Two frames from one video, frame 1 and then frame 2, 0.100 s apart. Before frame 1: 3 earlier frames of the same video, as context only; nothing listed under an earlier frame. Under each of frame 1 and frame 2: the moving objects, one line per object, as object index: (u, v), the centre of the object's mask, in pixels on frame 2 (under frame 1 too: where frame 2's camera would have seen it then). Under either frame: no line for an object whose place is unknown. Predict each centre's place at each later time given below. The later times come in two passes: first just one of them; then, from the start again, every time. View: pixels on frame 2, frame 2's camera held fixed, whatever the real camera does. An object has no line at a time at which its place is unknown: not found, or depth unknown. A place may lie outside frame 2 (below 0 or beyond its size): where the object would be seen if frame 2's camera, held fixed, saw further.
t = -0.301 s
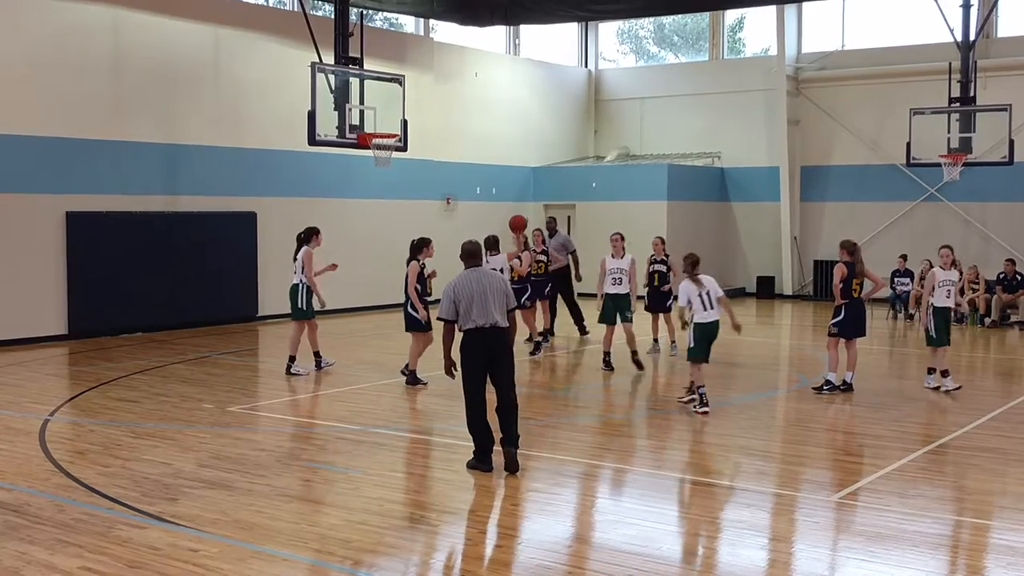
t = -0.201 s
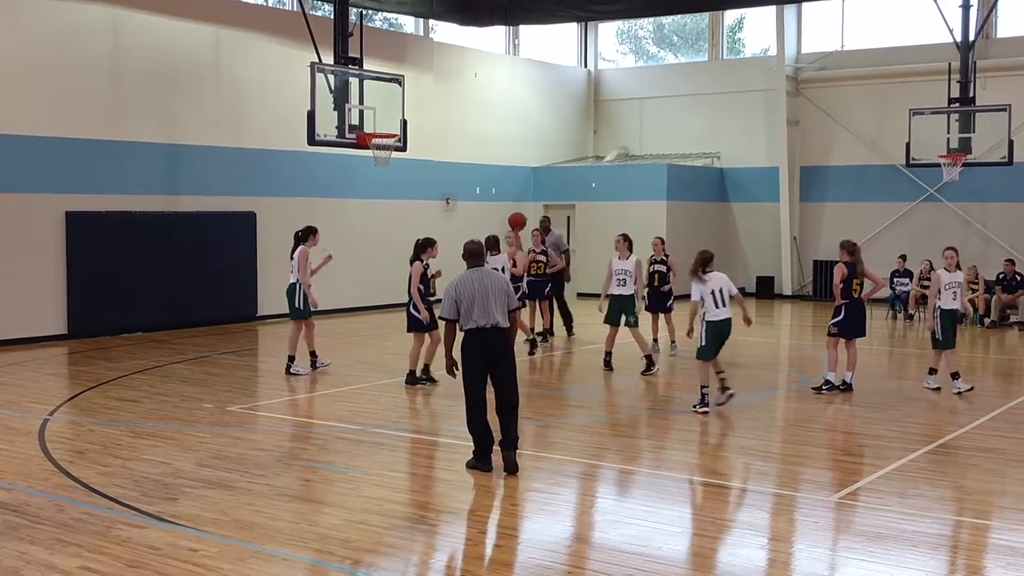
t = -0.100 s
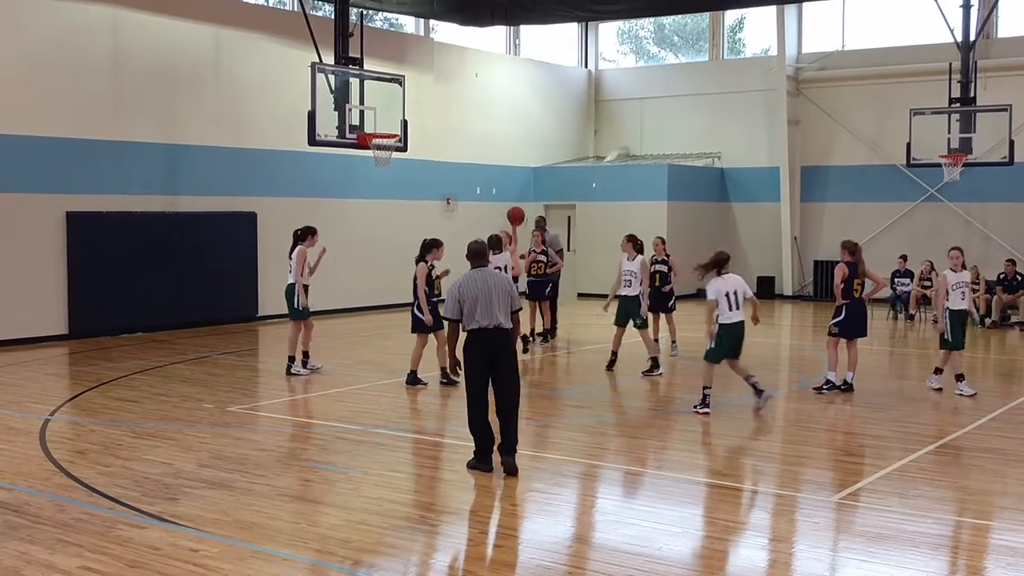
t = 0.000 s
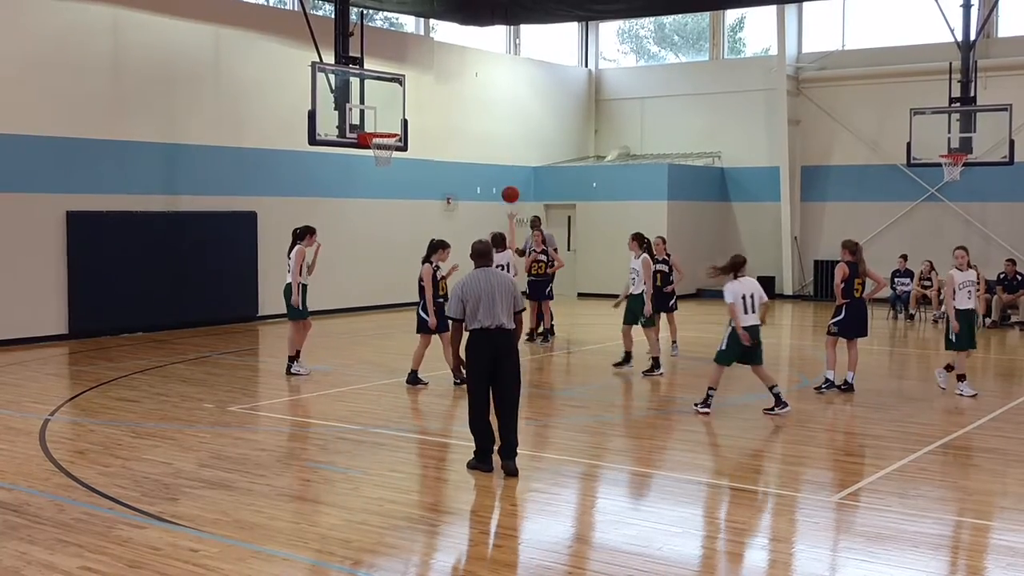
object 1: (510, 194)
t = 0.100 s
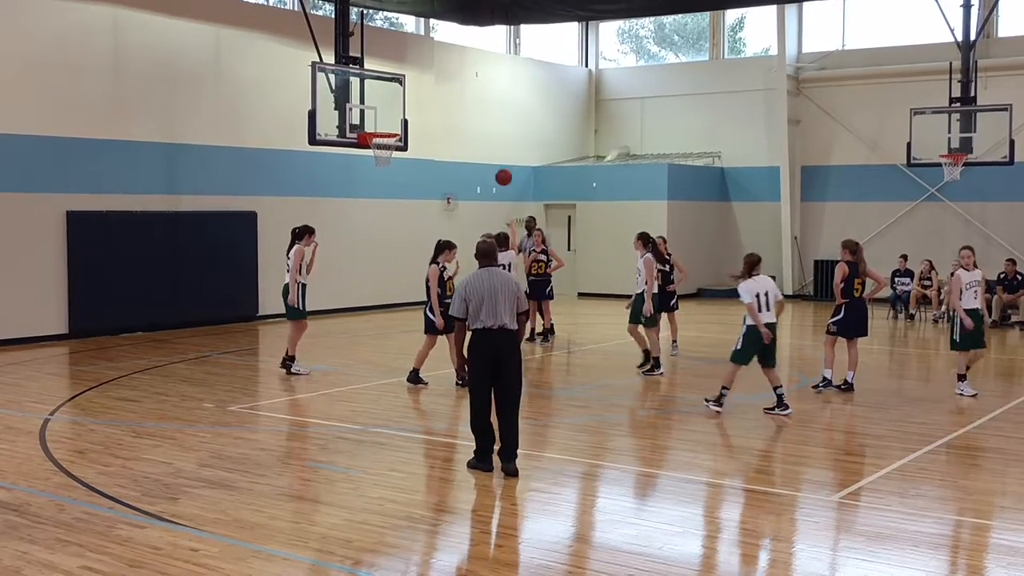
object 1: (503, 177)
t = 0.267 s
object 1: (493, 167)
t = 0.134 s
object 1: (501, 173)
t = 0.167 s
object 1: (499, 170)
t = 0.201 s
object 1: (497, 168)
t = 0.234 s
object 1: (495, 167)
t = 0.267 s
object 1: (493, 167)
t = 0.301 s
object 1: (491, 167)
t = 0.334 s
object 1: (489, 168)
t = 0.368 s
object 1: (487, 170)
